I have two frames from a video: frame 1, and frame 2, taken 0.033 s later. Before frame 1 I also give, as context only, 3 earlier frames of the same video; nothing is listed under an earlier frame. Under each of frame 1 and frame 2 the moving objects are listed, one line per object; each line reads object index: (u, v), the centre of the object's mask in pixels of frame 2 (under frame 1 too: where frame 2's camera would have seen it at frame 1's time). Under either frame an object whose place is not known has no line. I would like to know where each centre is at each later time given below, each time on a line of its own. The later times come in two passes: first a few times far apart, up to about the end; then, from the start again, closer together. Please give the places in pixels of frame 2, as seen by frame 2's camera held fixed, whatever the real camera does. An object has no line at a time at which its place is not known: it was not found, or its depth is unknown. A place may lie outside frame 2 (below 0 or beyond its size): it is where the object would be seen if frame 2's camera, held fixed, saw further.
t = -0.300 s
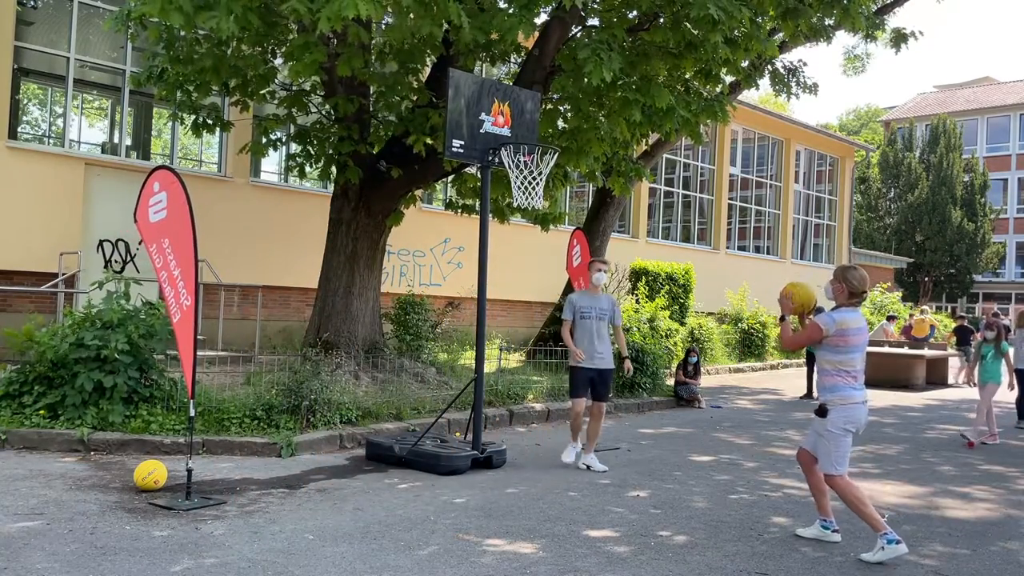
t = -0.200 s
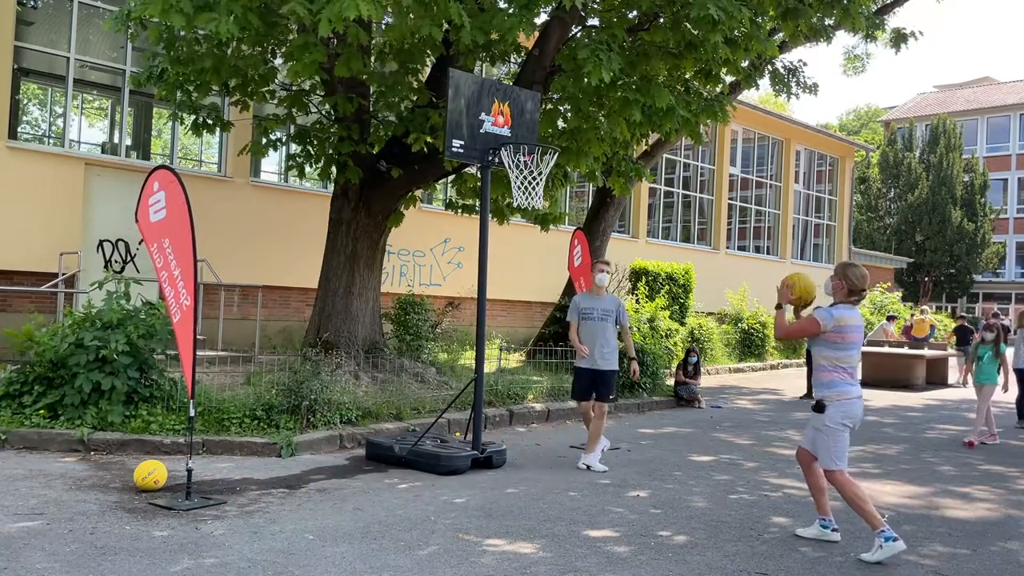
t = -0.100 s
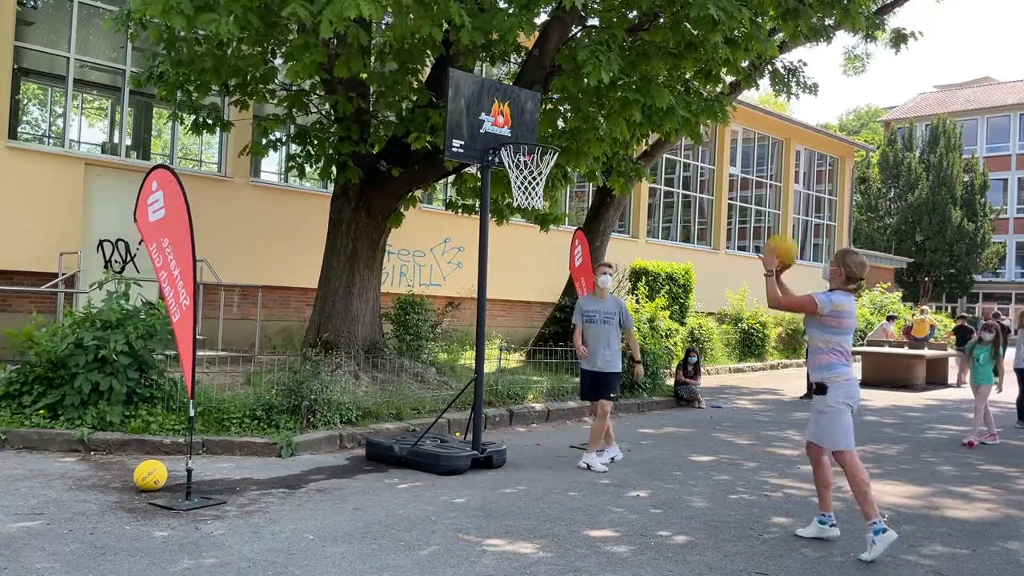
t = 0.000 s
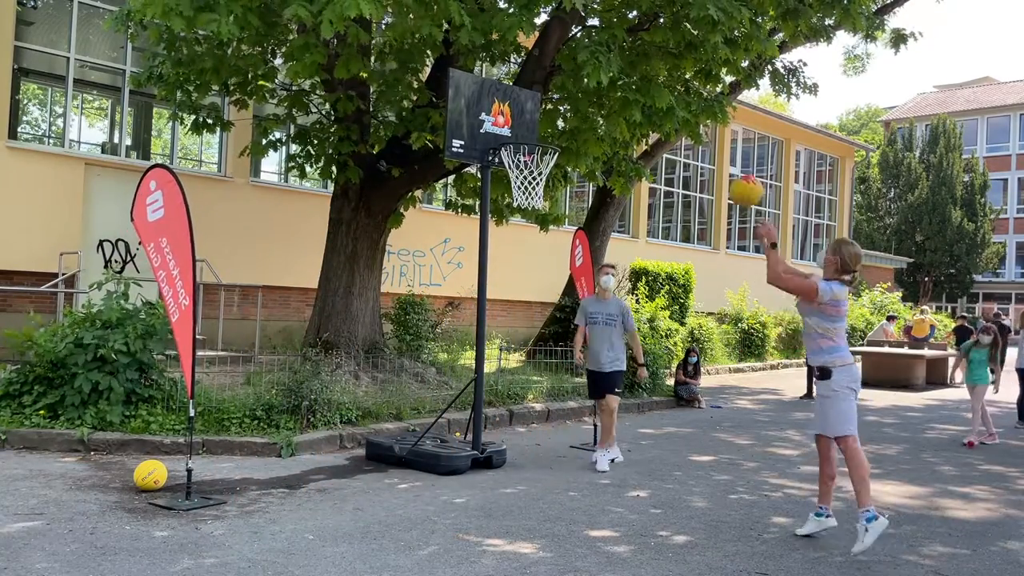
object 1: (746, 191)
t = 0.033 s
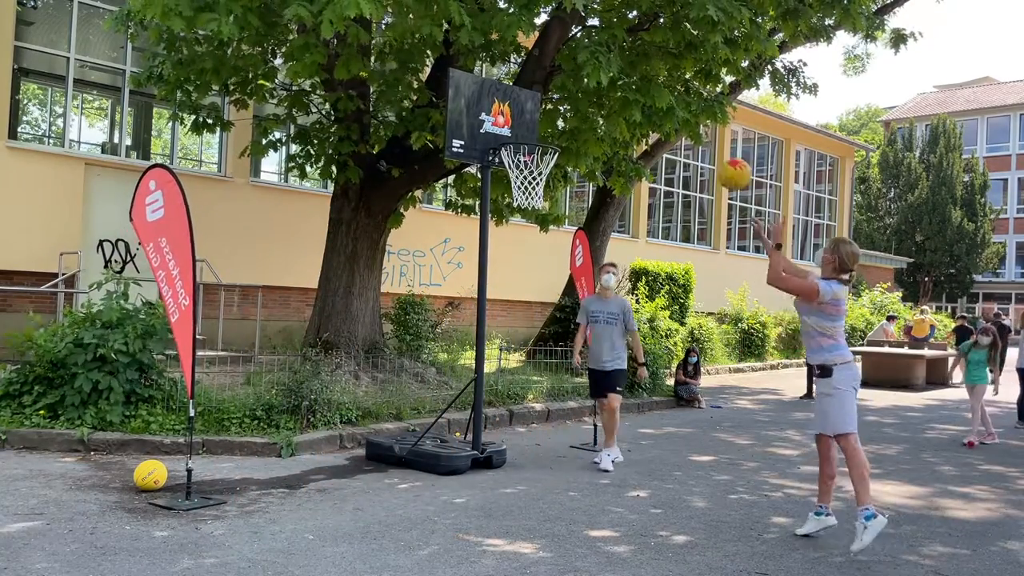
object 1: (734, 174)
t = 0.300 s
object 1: (649, 108)
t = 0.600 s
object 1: (563, 154)
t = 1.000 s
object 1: (495, 361)
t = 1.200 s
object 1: (502, 449)
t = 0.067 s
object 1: (723, 159)
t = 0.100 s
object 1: (712, 145)
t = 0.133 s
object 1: (702, 135)
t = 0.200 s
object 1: (680, 119)
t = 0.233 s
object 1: (670, 113)
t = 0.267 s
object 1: (659, 110)
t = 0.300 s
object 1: (649, 108)
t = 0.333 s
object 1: (639, 107)
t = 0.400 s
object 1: (619, 110)
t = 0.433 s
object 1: (610, 114)
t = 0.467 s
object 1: (600, 120)
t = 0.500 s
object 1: (591, 126)
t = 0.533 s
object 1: (581, 134)
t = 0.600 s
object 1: (563, 154)
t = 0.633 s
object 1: (556, 166)
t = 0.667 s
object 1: (550, 179)
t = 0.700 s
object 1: (544, 193)
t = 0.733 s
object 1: (538, 207)
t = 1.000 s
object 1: (495, 361)
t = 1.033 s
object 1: (490, 385)
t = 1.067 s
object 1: (490, 405)
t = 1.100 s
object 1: (491, 425)
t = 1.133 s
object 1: (494, 447)
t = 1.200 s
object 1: (502, 449)
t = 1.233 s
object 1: (508, 434)
